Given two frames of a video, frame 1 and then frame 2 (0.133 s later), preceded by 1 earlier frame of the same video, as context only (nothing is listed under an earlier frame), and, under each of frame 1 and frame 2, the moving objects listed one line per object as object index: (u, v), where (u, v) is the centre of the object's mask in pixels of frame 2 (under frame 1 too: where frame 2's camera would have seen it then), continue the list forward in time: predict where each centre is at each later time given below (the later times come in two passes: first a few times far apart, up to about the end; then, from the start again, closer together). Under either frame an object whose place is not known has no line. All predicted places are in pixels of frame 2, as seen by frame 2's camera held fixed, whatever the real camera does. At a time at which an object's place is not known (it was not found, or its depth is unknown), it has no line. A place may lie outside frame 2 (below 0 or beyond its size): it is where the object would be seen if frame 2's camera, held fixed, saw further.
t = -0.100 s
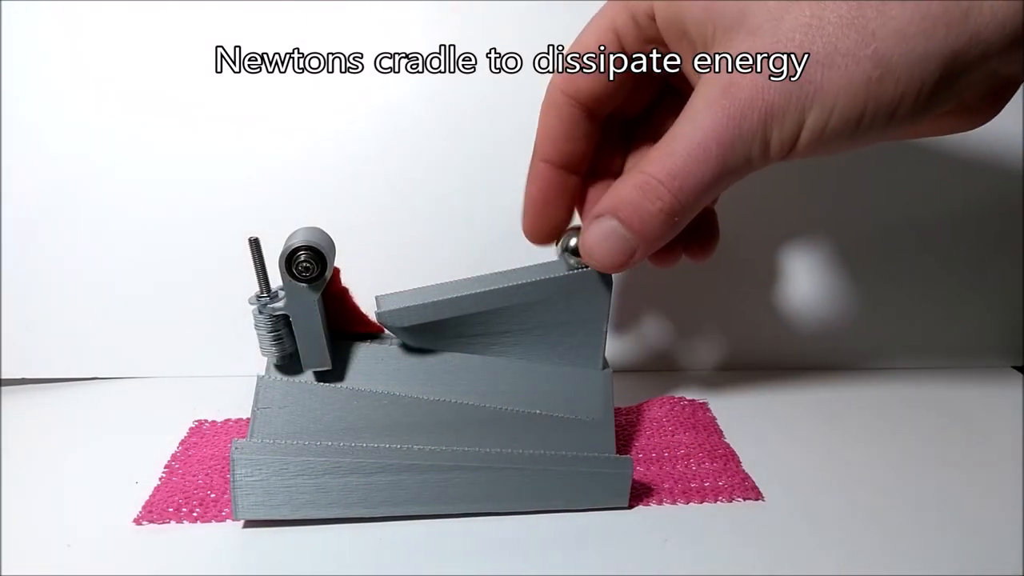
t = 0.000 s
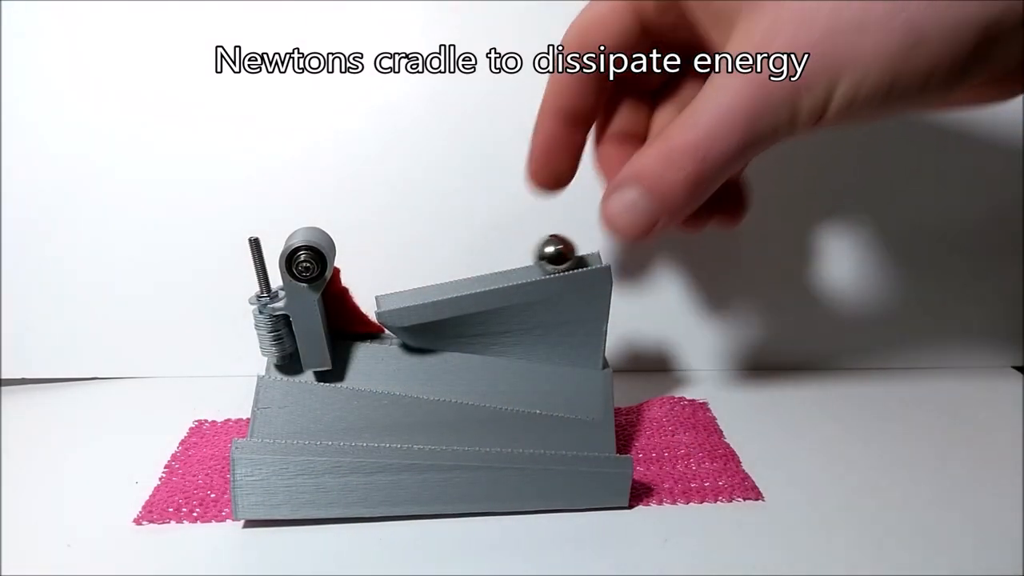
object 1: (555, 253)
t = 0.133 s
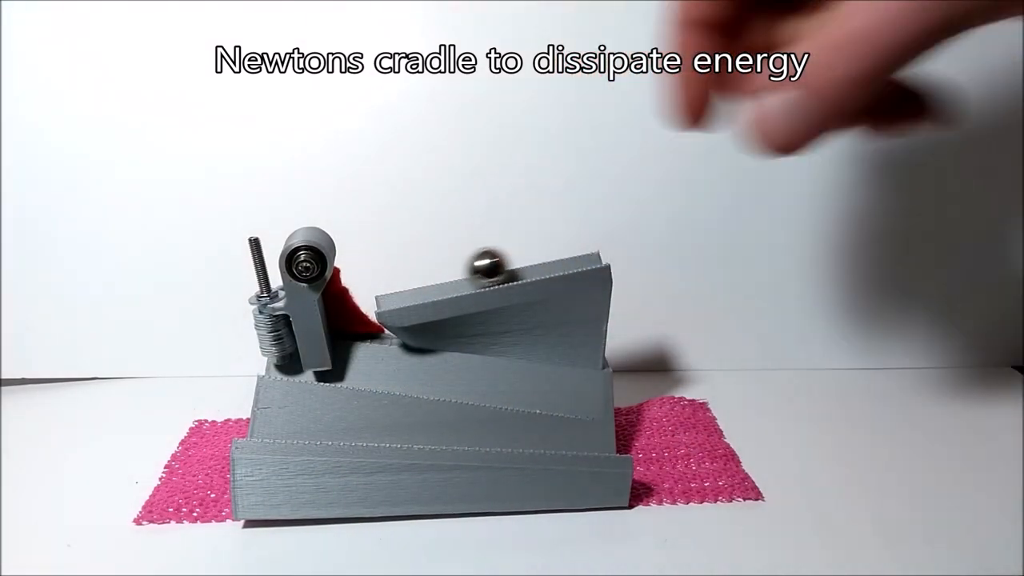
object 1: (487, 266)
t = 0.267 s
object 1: (376, 290)
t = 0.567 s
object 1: (415, 371)
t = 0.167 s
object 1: (464, 272)
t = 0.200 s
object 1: (437, 277)
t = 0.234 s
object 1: (408, 283)
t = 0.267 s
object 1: (376, 290)
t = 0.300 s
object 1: (348, 313)
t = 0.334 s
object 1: (350, 353)
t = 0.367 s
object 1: (359, 364)
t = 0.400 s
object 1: (371, 366)
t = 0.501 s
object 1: (396, 369)
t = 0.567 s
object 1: (415, 371)
